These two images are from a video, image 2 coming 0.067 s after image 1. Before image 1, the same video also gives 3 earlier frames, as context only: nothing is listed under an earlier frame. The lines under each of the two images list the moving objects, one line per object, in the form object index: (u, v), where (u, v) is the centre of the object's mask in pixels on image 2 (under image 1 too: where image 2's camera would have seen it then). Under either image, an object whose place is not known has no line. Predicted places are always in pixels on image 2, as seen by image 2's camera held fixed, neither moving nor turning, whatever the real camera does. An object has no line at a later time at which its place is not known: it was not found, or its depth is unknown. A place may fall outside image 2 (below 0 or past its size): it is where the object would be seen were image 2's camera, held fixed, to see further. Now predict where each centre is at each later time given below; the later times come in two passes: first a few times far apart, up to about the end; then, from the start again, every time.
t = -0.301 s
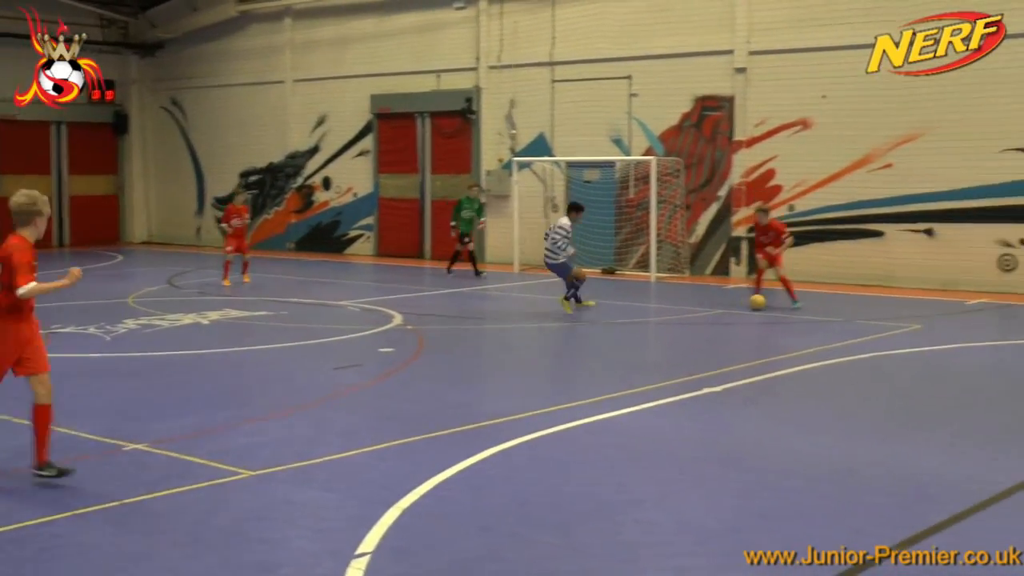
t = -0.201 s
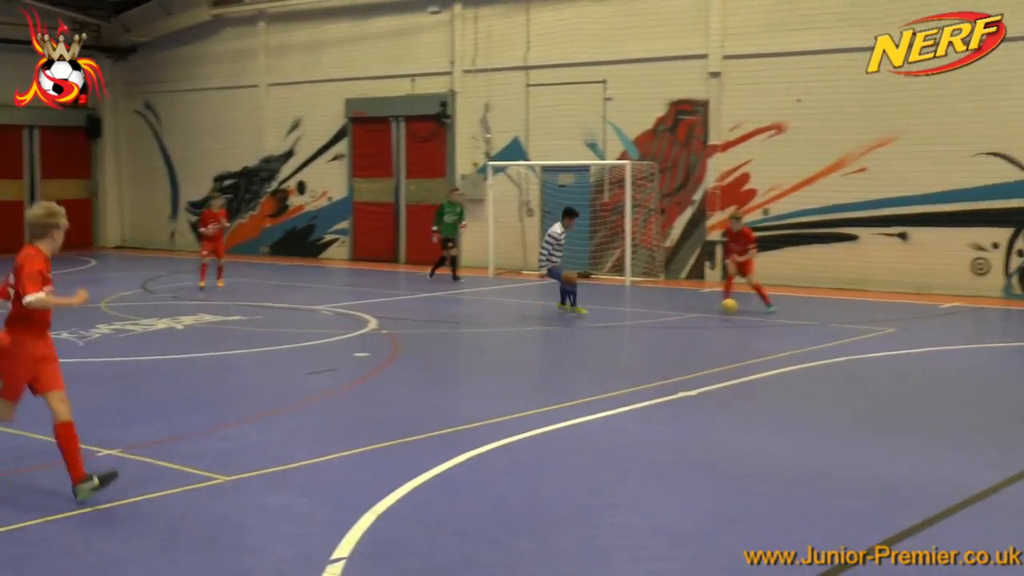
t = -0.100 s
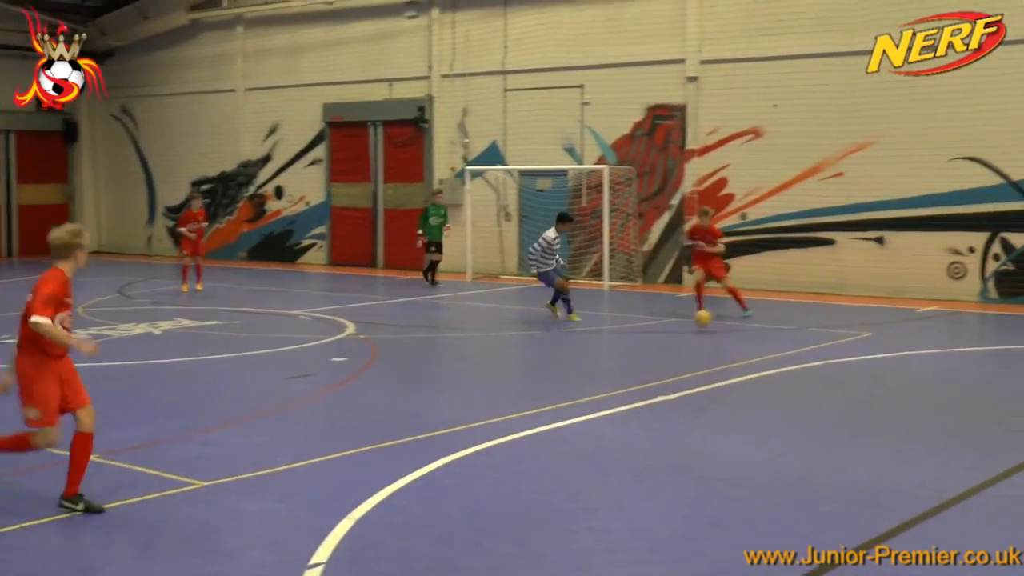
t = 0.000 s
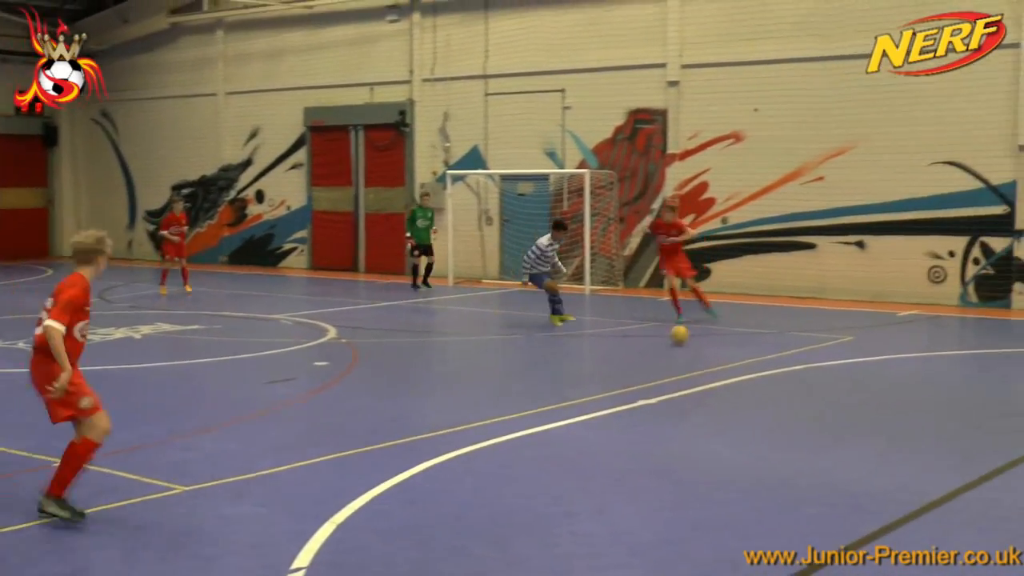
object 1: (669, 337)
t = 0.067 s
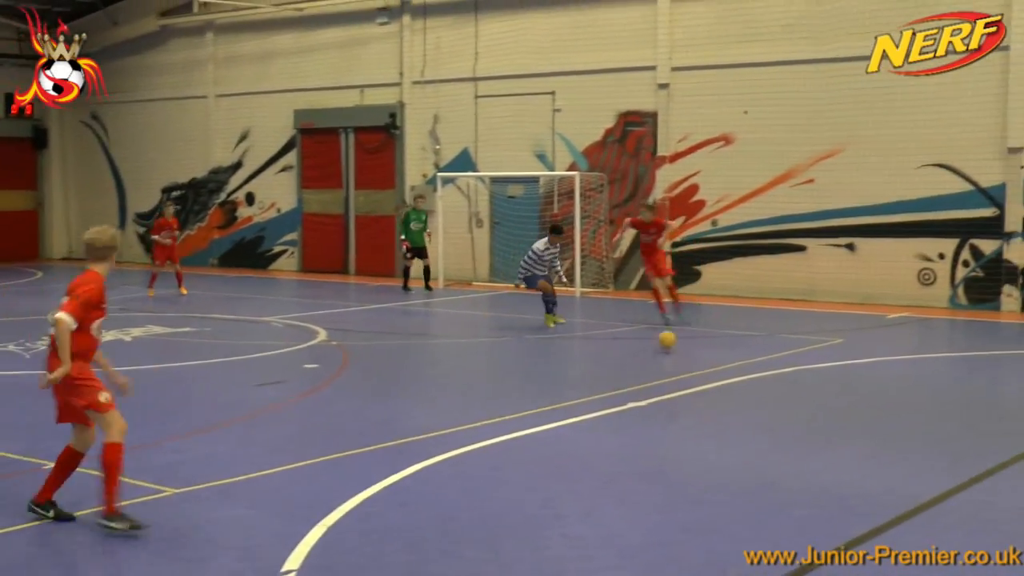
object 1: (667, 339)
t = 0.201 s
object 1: (661, 354)
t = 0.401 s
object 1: (653, 370)
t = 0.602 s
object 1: (646, 387)
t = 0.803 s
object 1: (639, 403)
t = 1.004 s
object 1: (632, 422)
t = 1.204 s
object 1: (622, 443)
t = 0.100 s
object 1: (665, 345)
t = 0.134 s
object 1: (664, 347)
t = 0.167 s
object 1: (662, 351)
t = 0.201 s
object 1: (661, 354)
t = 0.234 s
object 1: (660, 357)
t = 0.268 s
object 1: (659, 359)
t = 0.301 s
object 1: (657, 362)
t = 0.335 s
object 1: (656, 365)
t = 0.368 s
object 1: (655, 367)
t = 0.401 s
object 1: (653, 370)
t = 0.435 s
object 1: (652, 374)
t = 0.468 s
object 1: (651, 376)
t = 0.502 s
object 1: (650, 379)
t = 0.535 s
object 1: (649, 382)
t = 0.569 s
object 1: (647, 383)
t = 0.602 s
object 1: (646, 387)
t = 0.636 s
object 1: (645, 390)
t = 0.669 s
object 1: (644, 391)
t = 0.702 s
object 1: (642, 395)
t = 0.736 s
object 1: (641, 397)
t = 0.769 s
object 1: (640, 399)
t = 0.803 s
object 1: (639, 403)
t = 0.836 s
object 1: (638, 406)
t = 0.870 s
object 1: (637, 408)
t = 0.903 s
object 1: (635, 412)
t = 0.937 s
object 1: (634, 416)
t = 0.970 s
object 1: (633, 418)
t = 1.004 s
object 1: (632, 422)
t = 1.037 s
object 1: (630, 426)
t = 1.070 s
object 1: (629, 428)
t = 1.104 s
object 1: (627, 432)
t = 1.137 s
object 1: (625, 437)
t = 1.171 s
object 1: (624, 439)
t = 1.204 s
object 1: (622, 443)
